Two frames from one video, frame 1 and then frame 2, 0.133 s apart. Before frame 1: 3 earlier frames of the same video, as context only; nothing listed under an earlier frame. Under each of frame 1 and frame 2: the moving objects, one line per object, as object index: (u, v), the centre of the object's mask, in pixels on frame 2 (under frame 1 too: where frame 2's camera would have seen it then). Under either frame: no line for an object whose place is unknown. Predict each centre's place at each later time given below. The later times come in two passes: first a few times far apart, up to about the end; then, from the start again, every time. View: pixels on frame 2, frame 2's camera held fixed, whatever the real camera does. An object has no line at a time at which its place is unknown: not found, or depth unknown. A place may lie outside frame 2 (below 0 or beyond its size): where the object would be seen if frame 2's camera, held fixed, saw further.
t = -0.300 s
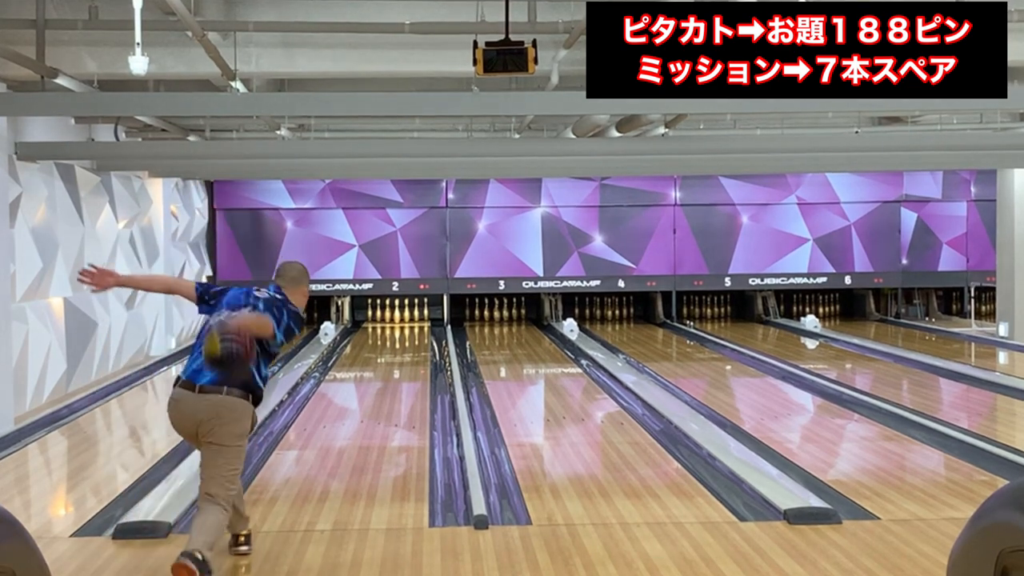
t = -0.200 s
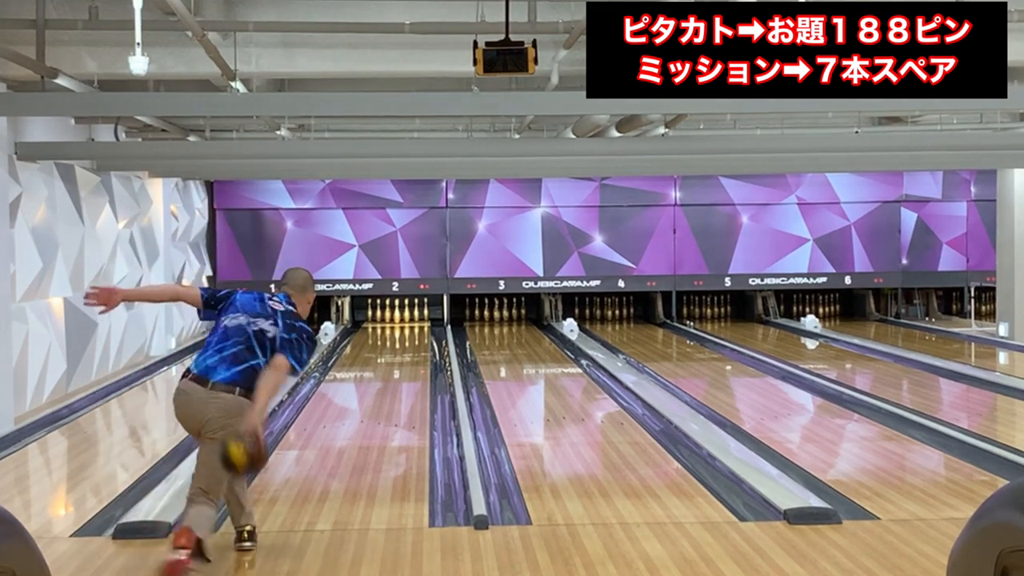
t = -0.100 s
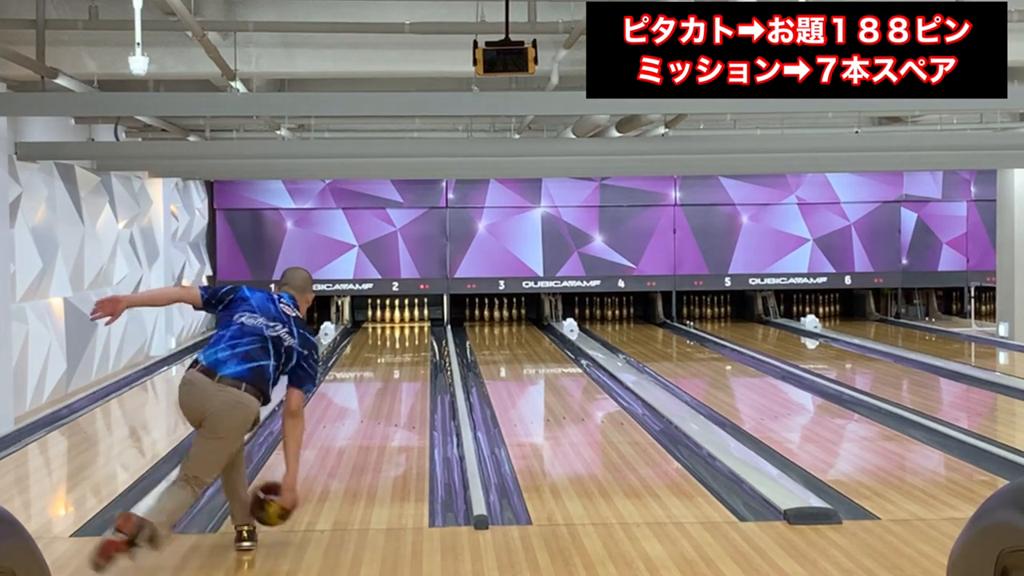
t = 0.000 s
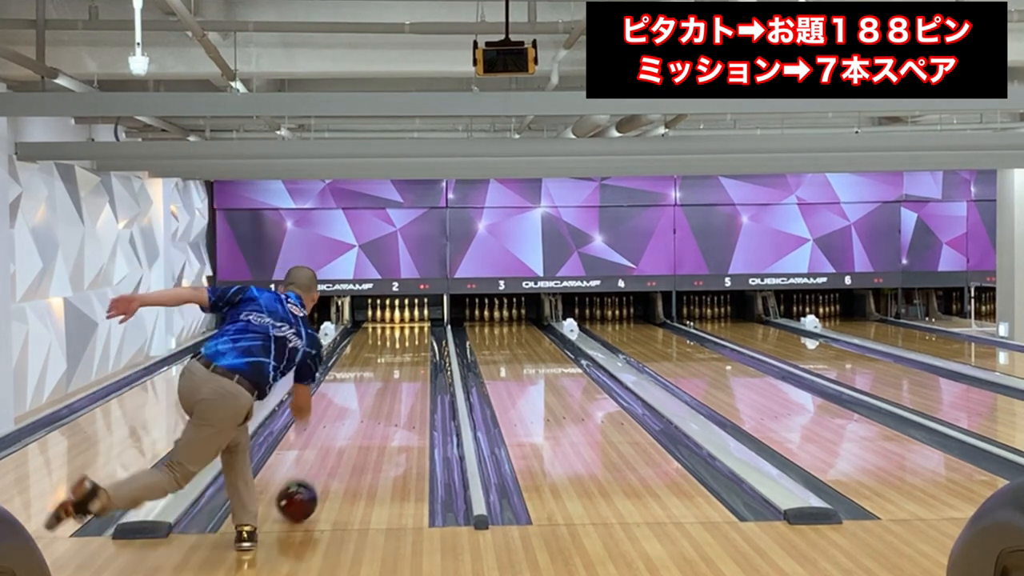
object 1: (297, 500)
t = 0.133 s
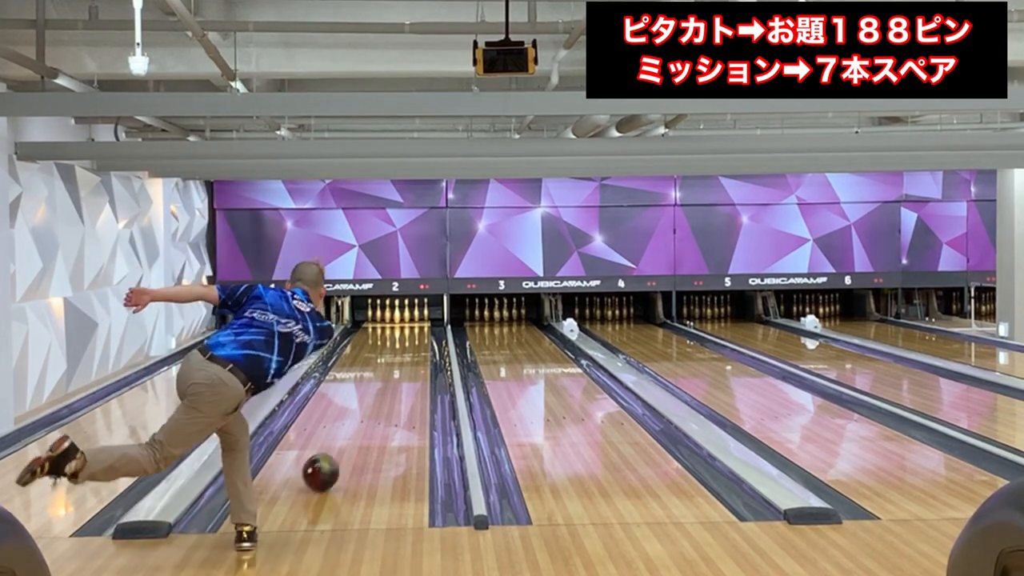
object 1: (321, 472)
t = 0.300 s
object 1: (344, 444)
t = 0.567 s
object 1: (370, 410)
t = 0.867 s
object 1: (391, 383)
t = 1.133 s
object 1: (404, 365)
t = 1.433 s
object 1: (411, 350)
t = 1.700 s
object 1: (416, 339)
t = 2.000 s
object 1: (415, 329)
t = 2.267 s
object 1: (410, 322)
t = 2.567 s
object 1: (405, 317)
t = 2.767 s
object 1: (409, 314)
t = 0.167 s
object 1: (326, 466)
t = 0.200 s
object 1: (331, 460)
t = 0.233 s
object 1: (335, 454)
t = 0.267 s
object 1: (340, 449)
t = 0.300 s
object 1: (344, 444)
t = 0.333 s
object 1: (348, 439)
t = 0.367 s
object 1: (351, 434)
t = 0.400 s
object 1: (355, 430)
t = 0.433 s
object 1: (358, 425)
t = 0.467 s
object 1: (362, 421)
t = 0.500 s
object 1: (365, 417)
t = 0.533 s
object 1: (368, 413)
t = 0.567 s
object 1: (370, 410)
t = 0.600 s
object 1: (373, 406)
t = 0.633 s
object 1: (376, 403)
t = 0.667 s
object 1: (378, 400)
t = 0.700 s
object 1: (381, 397)
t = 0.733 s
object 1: (383, 394)
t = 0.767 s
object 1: (385, 392)
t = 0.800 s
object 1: (387, 389)
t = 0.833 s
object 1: (389, 386)
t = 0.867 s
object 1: (391, 383)
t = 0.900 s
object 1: (393, 380)
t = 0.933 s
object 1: (395, 379)
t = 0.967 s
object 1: (396, 376)
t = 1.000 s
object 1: (398, 373)
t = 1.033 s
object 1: (399, 371)
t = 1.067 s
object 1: (401, 369)
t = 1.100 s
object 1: (402, 367)
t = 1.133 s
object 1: (404, 365)
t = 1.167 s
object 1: (405, 363)
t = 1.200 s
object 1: (406, 362)
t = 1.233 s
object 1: (407, 360)
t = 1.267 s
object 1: (408, 359)
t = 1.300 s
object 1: (409, 356)
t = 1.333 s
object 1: (409, 355)
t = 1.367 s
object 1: (410, 353)
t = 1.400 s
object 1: (411, 352)
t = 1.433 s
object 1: (411, 350)
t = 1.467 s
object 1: (413, 348)
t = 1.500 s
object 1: (413, 347)
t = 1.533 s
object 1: (414, 346)
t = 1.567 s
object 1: (414, 344)
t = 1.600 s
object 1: (415, 344)
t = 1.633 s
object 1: (415, 341)
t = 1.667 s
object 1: (415, 340)
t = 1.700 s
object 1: (416, 339)
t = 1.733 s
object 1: (416, 338)
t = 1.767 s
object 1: (416, 336)
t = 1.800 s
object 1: (416, 335)
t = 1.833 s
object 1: (416, 335)
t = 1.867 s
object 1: (416, 334)
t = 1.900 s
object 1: (416, 332)
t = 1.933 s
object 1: (416, 331)
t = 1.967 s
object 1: (415, 330)
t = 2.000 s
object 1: (415, 329)
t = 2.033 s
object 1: (415, 328)
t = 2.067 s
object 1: (414, 328)
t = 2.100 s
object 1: (414, 327)
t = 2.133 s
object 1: (413, 326)
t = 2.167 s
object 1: (413, 325)
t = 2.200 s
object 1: (412, 325)
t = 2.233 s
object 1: (411, 323)
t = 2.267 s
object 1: (410, 322)
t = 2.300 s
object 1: (409, 321)
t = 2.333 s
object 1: (408, 321)
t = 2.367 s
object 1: (407, 320)
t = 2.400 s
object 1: (406, 319)
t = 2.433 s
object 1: (405, 319)
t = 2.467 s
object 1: (405, 318)
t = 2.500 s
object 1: (403, 317)
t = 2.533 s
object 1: (403, 317)
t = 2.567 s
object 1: (405, 317)
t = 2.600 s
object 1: (405, 315)
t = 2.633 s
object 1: (404, 314)
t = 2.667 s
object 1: (405, 313)
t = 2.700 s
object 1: (399, 316)
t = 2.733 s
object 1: (408, 314)
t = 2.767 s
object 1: (409, 314)
